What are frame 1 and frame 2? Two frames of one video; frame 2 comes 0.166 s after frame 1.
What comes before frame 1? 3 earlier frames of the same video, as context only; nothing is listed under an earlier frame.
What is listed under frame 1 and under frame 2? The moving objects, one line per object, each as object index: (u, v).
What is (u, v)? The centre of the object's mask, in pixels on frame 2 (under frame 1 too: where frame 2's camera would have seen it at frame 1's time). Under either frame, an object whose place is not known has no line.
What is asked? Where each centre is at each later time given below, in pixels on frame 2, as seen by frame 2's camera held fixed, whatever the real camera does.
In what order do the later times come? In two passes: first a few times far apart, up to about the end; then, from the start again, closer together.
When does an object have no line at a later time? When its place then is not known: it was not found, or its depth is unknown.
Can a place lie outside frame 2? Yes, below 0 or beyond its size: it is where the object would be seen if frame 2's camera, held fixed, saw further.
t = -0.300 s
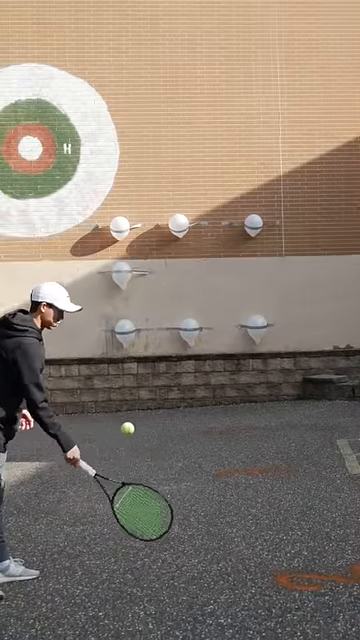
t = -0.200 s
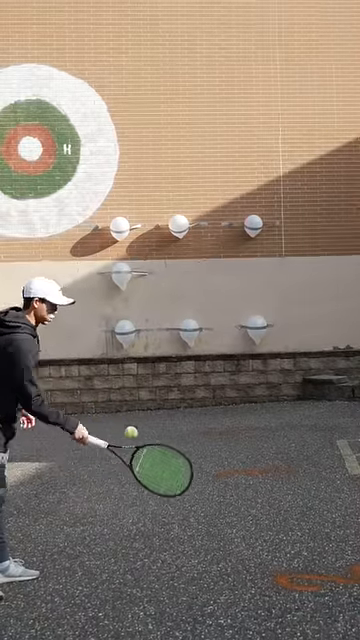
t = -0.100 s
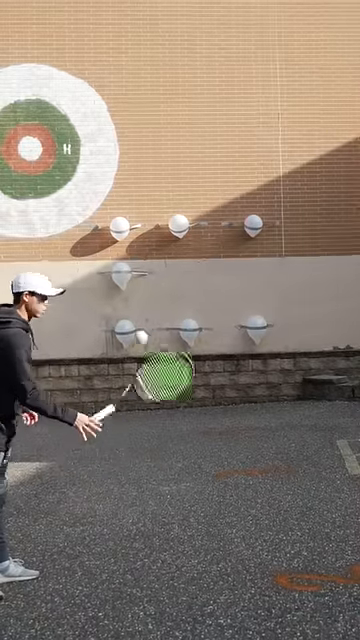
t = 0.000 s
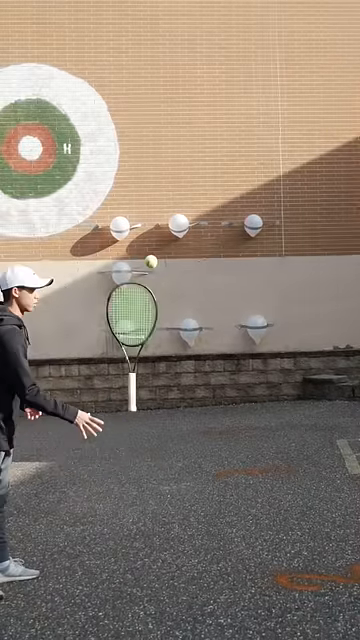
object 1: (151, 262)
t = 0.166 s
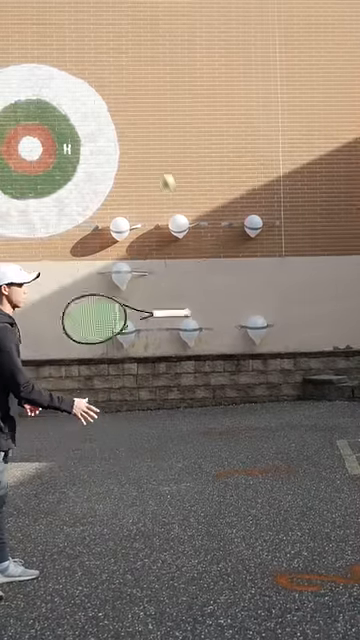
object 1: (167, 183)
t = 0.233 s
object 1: (174, 162)
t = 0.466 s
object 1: (200, 161)
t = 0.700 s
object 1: (226, 253)
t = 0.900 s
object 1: (249, 399)
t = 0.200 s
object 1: (172, 171)
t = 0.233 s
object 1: (174, 162)
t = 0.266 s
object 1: (178, 156)
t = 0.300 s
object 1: (182, 152)
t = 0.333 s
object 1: (185, 150)
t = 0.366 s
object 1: (189, 150)
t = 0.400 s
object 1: (193, 152)
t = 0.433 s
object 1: (197, 156)
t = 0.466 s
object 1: (200, 161)
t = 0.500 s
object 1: (204, 169)
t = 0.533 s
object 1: (207, 178)
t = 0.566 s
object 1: (212, 190)
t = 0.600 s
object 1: (215, 202)
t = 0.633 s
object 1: (219, 217)
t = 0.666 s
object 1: (222, 234)
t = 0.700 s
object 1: (226, 253)
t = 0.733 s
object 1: (230, 273)
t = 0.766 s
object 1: (234, 295)
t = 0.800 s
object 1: (238, 319)
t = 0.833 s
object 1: (243, 343)
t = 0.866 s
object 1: (245, 370)
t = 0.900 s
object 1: (249, 399)
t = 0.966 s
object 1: (257, 460)
